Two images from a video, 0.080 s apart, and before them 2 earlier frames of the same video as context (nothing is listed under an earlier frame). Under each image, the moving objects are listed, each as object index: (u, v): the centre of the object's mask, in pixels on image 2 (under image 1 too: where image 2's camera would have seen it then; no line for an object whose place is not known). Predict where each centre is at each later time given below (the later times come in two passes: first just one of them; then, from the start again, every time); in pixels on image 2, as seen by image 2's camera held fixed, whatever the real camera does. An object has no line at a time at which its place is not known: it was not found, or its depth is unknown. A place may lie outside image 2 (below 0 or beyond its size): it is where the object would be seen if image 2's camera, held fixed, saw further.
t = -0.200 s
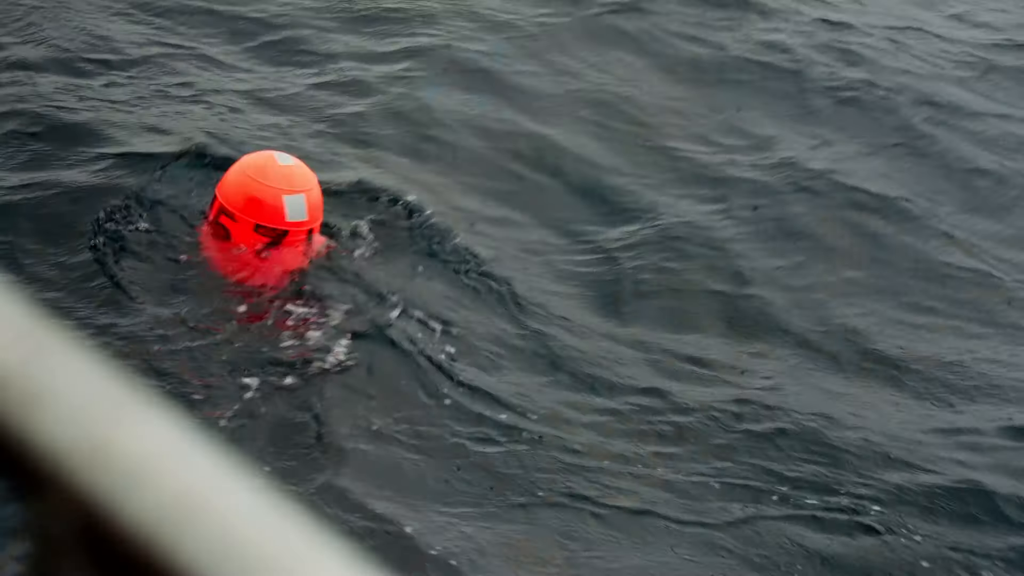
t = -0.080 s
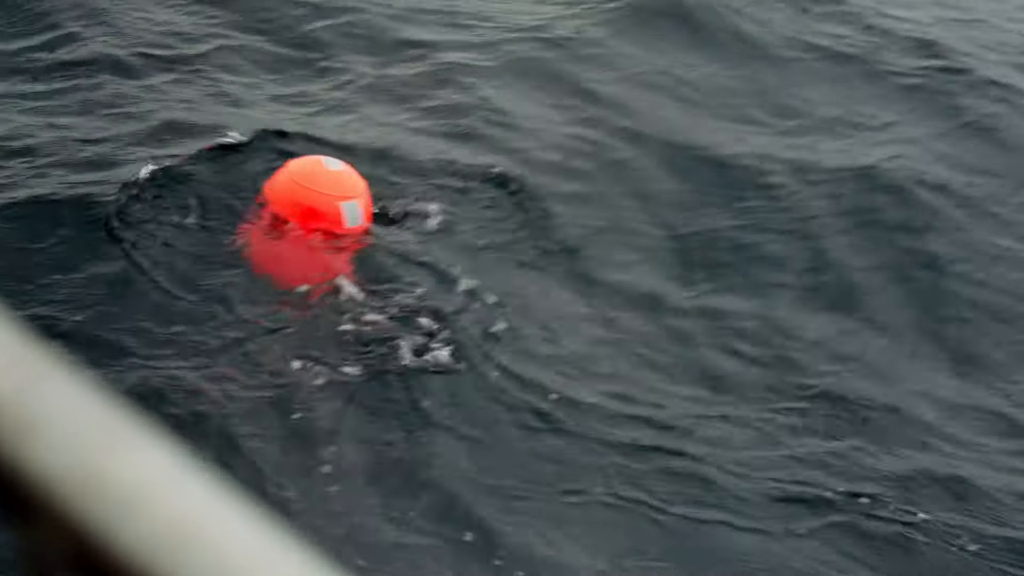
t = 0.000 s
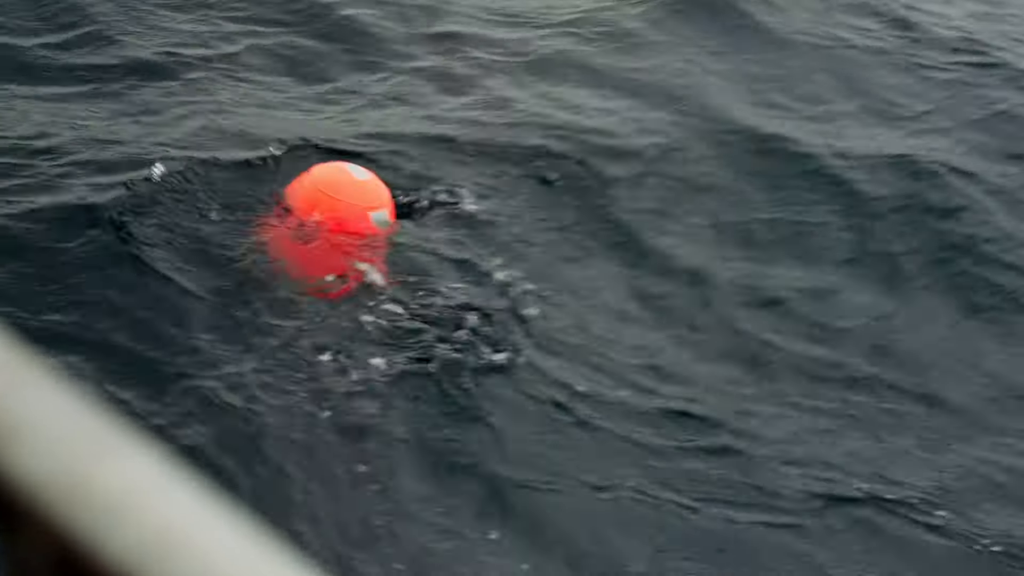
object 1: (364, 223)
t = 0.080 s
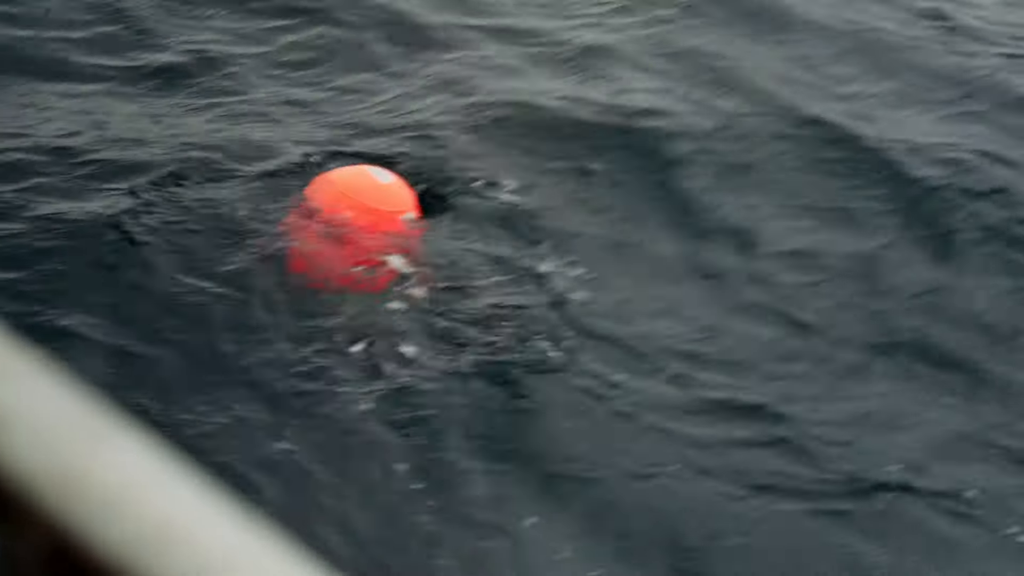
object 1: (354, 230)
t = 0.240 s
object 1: (319, 228)
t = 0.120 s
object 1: (347, 229)
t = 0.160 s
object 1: (341, 231)
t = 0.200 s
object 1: (333, 228)
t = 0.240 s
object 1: (319, 228)
